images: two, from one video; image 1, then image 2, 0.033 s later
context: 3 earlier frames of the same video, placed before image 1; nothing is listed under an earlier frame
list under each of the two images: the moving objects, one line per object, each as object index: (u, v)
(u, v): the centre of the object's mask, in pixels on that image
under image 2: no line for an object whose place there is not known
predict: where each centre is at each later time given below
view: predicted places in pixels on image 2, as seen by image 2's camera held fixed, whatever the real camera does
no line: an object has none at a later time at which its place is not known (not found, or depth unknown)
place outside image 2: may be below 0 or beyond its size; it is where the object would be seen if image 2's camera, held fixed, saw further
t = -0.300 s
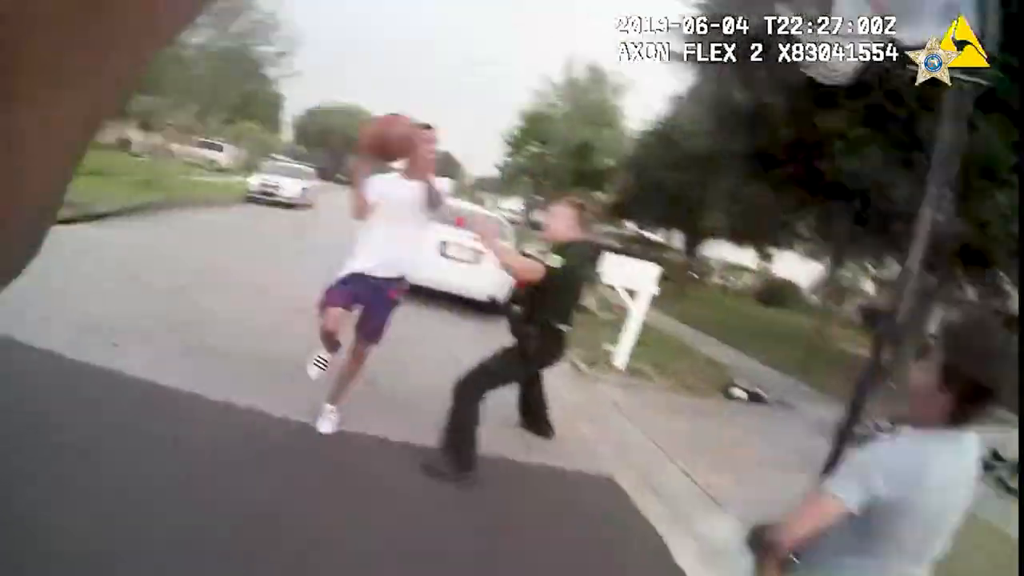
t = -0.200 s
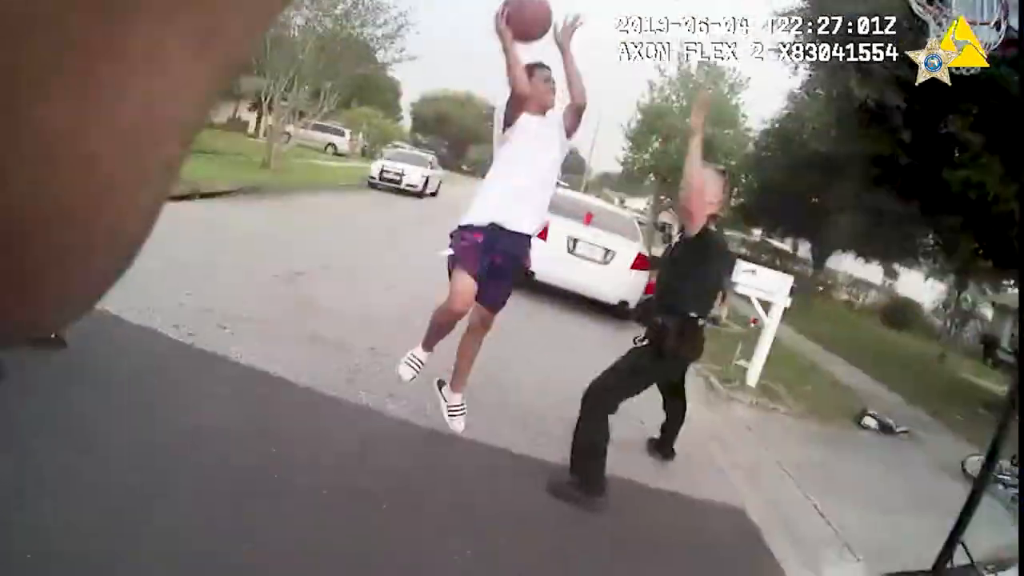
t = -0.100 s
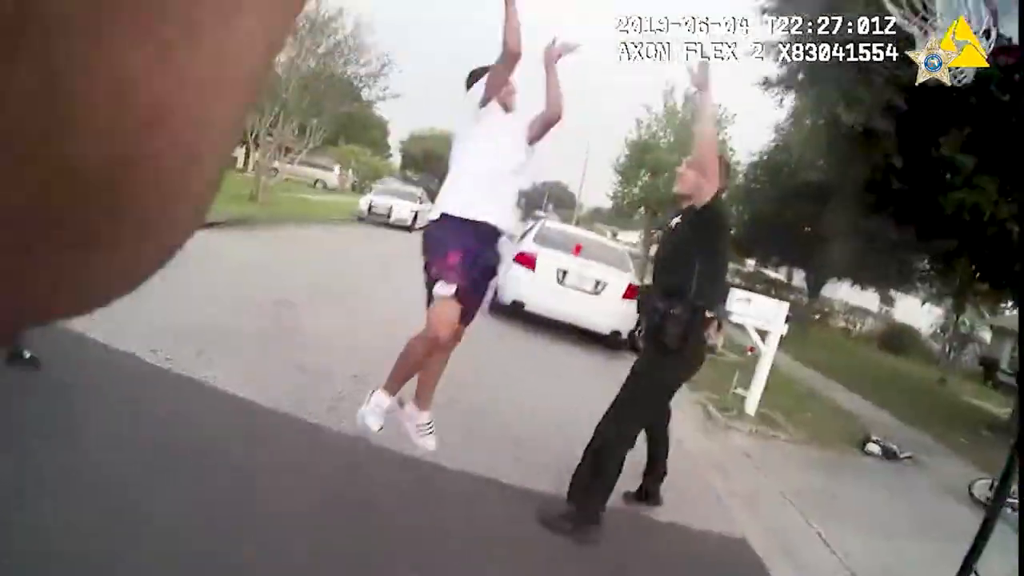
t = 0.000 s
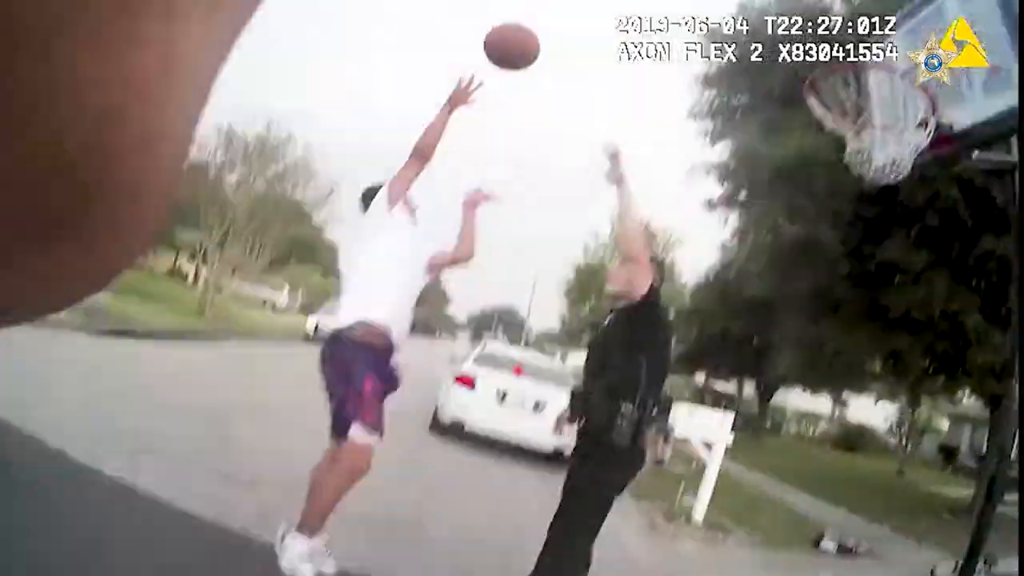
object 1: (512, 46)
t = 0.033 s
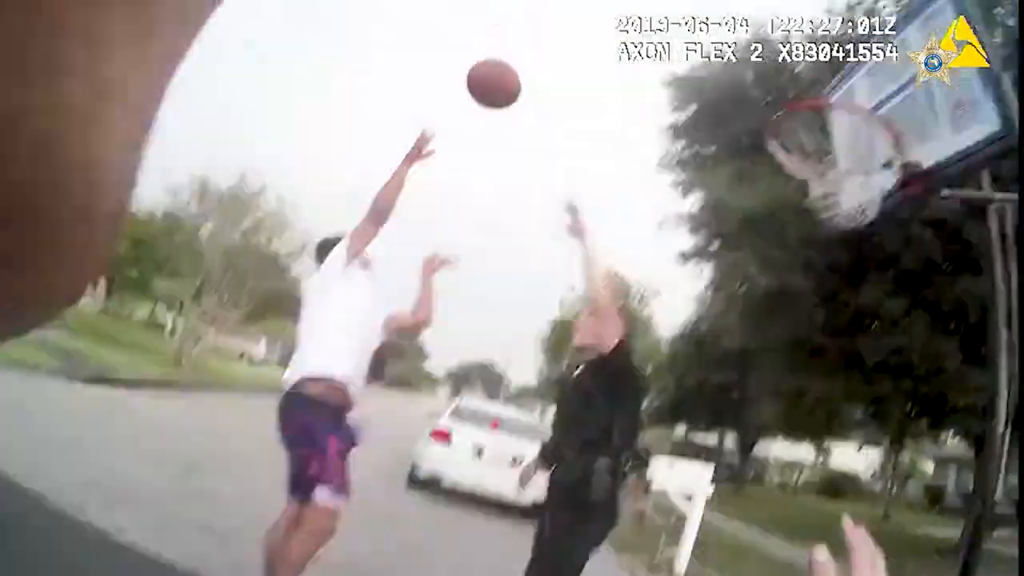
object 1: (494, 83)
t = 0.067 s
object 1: (498, 67)
